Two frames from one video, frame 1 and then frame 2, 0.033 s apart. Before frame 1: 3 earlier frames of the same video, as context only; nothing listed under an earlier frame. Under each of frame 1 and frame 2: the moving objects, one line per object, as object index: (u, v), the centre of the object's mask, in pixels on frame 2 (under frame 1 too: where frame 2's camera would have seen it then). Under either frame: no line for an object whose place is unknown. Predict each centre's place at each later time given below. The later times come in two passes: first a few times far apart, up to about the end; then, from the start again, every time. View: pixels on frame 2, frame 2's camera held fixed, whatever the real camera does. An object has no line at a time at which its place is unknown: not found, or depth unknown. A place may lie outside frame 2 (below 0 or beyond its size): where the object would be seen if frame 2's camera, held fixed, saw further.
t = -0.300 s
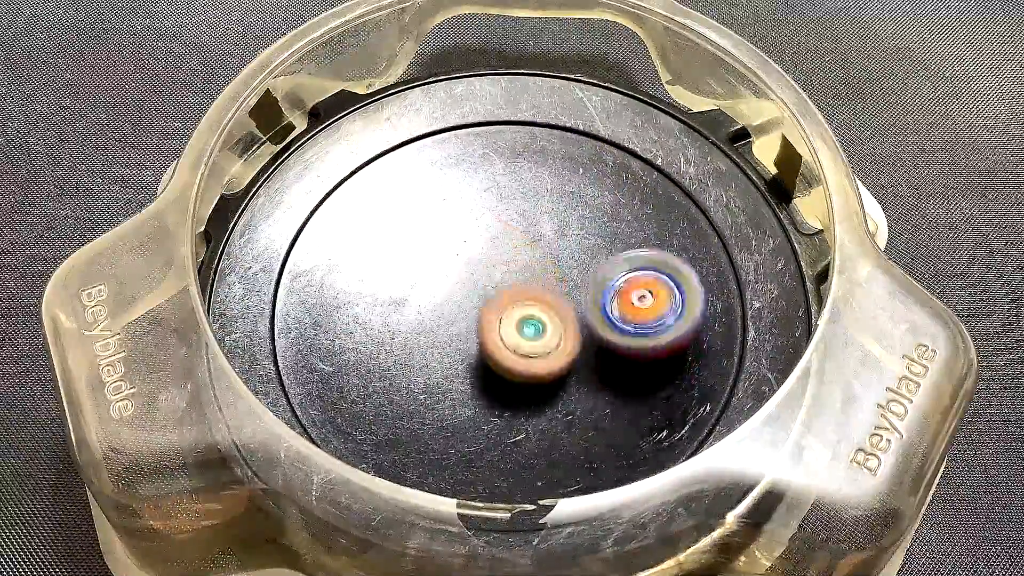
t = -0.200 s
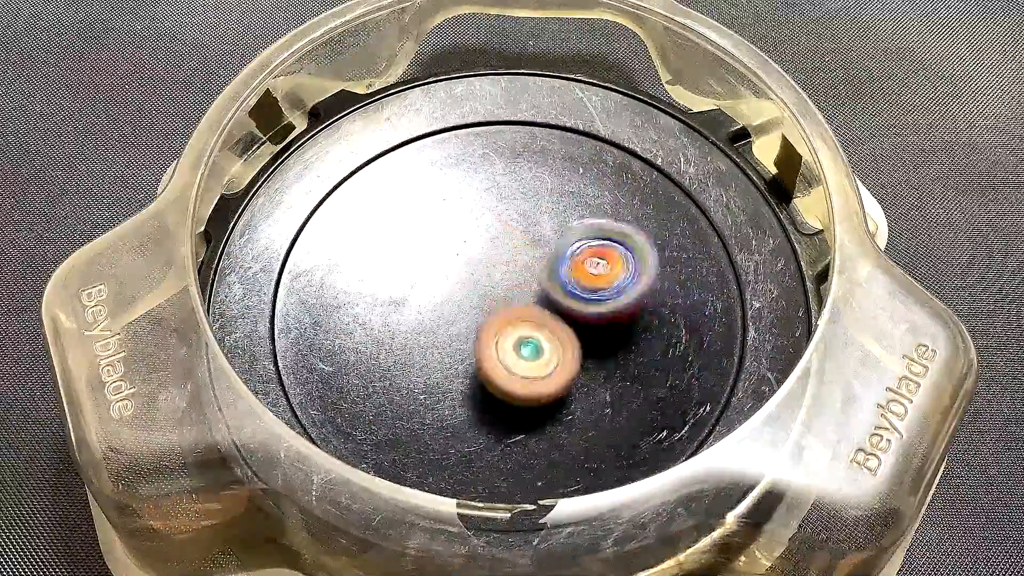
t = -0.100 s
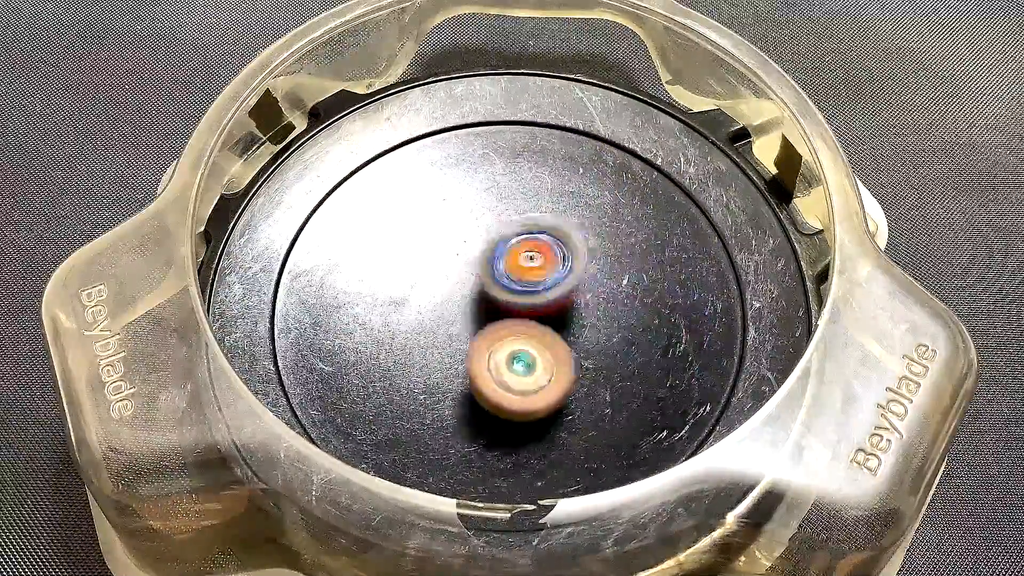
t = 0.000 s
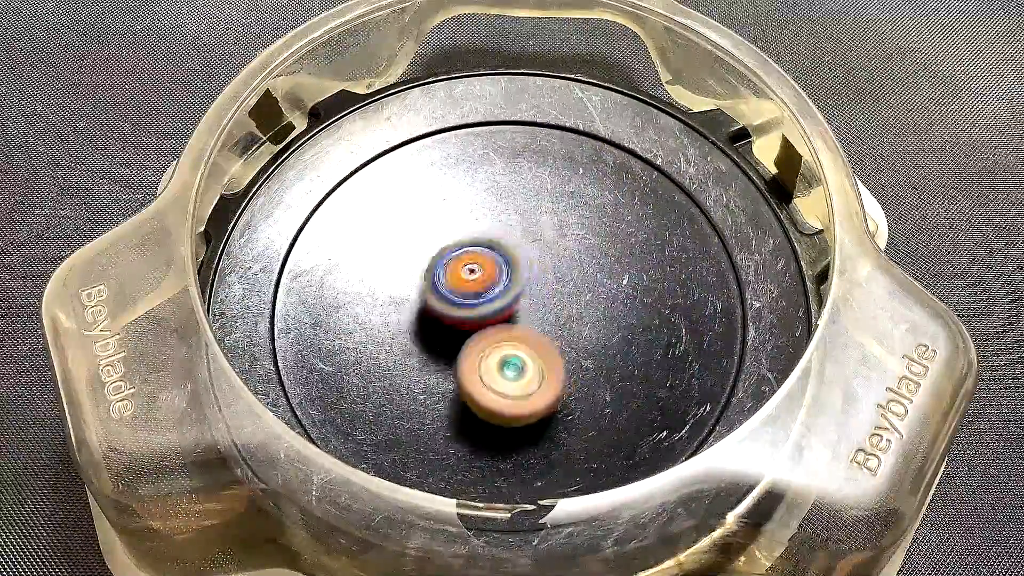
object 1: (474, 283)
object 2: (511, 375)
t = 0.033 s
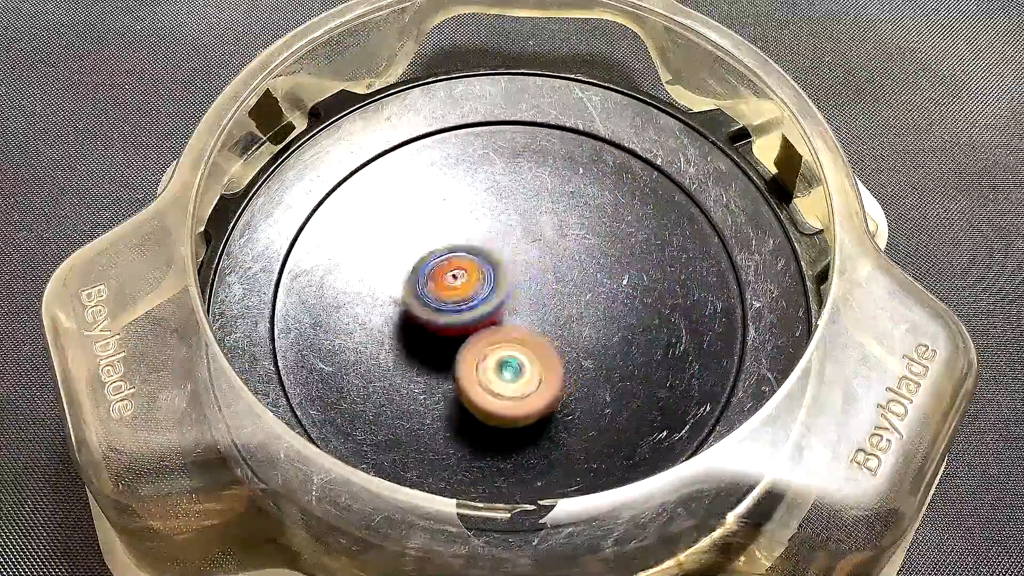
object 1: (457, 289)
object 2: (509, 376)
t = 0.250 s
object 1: (397, 341)
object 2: (515, 371)
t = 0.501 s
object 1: (440, 391)
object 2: (545, 334)
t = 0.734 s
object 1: (477, 336)
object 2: (638, 267)
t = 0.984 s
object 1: (417, 290)
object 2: (685, 259)
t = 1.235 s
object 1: (411, 307)
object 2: (591, 293)
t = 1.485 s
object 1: (454, 281)
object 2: (565, 265)
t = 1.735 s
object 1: (398, 305)
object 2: (565, 249)
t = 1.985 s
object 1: (514, 330)
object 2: (516, 239)
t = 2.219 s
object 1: (589, 268)
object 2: (490, 236)
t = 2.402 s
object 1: (564, 208)
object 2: (470, 261)
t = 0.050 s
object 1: (449, 293)
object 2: (508, 376)
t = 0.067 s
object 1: (442, 296)
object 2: (508, 376)
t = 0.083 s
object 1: (436, 299)
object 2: (507, 376)
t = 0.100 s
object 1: (431, 302)
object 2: (507, 377)
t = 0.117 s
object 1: (424, 306)
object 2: (508, 377)
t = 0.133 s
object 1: (419, 311)
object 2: (508, 378)
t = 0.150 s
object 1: (414, 315)
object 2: (508, 377)
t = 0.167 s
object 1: (411, 319)
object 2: (508, 377)
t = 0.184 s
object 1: (407, 324)
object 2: (509, 376)
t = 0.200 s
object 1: (405, 329)
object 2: (509, 375)
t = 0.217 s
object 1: (402, 333)
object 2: (511, 373)
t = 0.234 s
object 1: (399, 337)
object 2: (513, 372)
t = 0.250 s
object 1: (397, 341)
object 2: (515, 371)
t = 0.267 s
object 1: (396, 345)
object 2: (516, 369)
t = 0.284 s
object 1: (395, 348)
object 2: (517, 367)
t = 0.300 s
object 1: (395, 352)
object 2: (519, 365)
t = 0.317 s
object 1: (396, 355)
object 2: (521, 363)
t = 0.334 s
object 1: (397, 359)
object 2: (522, 361)
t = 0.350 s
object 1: (399, 362)
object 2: (523, 358)
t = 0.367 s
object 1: (401, 366)
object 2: (525, 356)
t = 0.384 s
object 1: (404, 369)
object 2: (526, 354)
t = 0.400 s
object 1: (408, 372)
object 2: (528, 352)
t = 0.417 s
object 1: (414, 377)
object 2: (529, 349)
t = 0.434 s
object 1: (419, 380)
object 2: (530, 347)
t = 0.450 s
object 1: (425, 384)
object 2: (532, 345)
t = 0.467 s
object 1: (431, 386)
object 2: (536, 342)
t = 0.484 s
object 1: (436, 389)
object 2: (540, 338)
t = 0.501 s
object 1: (440, 391)
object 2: (545, 334)
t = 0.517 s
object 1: (447, 392)
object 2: (550, 330)
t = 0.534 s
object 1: (454, 391)
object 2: (555, 326)
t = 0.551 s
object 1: (461, 390)
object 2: (560, 322)
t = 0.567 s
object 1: (469, 387)
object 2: (564, 319)
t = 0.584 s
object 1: (475, 383)
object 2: (570, 315)
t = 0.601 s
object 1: (481, 378)
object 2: (574, 312)
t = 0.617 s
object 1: (488, 371)
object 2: (578, 309)
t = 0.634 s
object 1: (491, 365)
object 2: (583, 305)
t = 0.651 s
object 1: (490, 361)
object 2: (592, 299)
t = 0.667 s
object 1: (489, 357)
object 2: (603, 290)
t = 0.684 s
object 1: (486, 352)
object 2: (612, 284)
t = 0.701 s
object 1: (484, 347)
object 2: (622, 278)
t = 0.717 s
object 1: (480, 341)
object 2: (630, 272)
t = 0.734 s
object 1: (477, 336)
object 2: (638, 267)
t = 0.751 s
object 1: (474, 332)
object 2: (646, 263)
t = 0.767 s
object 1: (470, 327)
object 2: (652, 259)
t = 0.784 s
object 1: (467, 323)
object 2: (659, 256)
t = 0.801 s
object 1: (462, 318)
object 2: (665, 253)
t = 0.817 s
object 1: (458, 314)
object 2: (670, 251)
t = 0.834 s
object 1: (453, 311)
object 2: (675, 249)
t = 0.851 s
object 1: (449, 308)
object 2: (679, 249)
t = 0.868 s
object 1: (445, 304)
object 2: (683, 248)
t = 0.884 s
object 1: (440, 302)
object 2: (685, 249)
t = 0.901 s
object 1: (436, 299)
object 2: (687, 249)
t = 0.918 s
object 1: (431, 297)
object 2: (689, 250)
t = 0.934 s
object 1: (427, 294)
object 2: (689, 252)
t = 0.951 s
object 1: (424, 293)
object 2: (688, 254)
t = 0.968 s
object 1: (420, 291)
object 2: (687, 256)
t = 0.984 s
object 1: (417, 290)
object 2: (685, 259)
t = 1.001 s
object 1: (414, 290)
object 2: (682, 261)
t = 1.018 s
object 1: (411, 289)
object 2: (678, 264)
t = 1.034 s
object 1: (408, 289)
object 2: (674, 267)
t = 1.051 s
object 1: (405, 289)
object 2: (669, 270)
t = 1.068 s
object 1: (403, 290)
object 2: (663, 272)
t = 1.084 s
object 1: (401, 290)
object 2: (657, 275)
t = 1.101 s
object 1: (399, 291)
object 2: (651, 278)
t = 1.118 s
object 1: (398, 293)
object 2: (644, 281)
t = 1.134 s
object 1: (397, 294)
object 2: (637, 284)
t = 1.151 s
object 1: (397, 296)
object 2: (630, 286)
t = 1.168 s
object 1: (397, 298)
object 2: (623, 288)
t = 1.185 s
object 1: (399, 301)
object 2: (615, 290)
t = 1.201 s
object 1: (402, 303)
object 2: (607, 291)
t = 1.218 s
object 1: (406, 305)
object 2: (599, 292)
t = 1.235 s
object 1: (411, 307)
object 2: (591, 293)
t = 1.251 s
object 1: (417, 308)
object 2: (583, 294)
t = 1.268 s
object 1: (424, 309)
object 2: (578, 293)
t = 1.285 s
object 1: (432, 309)
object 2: (571, 294)
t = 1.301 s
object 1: (440, 309)
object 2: (564, 293)
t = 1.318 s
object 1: (448, 307)
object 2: (559, 292)
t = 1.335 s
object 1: (451, 305)
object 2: (560, 290)
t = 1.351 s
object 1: (450, 304)
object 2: (563, 287)
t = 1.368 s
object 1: (449, 302)
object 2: (566, 282)
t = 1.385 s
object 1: (449, 299)
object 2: (568, 279)
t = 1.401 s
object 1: (449, 296)
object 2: (569, 277)
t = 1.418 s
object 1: (450, 294)
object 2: (569, 274)
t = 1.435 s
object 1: (452, 290)
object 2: (570, 271)
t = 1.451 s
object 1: (452, 288)
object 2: (569, 270)
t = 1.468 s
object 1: (453, 285)
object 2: (567, 267)
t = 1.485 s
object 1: (454, 281)
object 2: (565, 265)
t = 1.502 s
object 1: (454, 279)
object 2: (563, 263)
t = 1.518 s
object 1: (454, 275)
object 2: (561, 261)
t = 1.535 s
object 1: (447, 275)
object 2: (565, 260)
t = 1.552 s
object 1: (441, 273)
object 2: (569, 256)
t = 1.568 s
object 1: (433, 274)
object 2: (572, 253)
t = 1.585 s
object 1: (426, 274)
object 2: (574, 251)
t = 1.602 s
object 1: (421, 275)
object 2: (575, 250)
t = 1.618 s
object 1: (415, 276)
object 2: (575, 248)
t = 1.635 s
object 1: (410, 279)
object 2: (575, 248)
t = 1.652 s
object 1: (405, 282)
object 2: (575, 248)
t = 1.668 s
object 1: (401, 285)
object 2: (574, 248)
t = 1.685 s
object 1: (399, 289)
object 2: (572, 248)
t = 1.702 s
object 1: (398, 294)
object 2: (569, 248)
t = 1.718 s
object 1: (397, 299)
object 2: (567, 248)
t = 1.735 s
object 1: (398, 305)
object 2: (565, 249)
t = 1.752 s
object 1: (399, 310)
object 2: (561, 249)
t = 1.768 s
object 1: (403, 316)
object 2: (558, 250)
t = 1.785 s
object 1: (408, 321)
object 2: (554, 250)
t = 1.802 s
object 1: (415, 326)
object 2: (550, 250)
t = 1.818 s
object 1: (423, 329)
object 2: (546, 251)
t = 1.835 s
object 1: (431, 332)
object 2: (542, 251)
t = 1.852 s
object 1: (442, 334)
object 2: (539, 251)
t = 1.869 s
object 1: (452, 335)
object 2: (535, 252)
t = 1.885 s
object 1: (461, 335)
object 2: (532, 252)
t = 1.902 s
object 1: (471, 335)
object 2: (530, 251)
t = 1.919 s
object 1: (481, 333)
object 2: (526, 249)
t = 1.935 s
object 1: (489, 333)
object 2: (523, 246)
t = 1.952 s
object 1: (499, 333)
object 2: (521, 243)
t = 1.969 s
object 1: (506, 332)
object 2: (518, 241)
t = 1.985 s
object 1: (514, 330)
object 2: (516, 239)
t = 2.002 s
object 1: (522, 327)
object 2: (514, 238)
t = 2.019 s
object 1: (529, 326)
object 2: (511, 235)
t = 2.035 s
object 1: (537, 324)
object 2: (509, 233)
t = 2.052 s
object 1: (543, 321)
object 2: (507, 232)
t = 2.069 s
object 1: (550, 318)
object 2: (506, 232)
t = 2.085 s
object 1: (556, 313)
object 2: (504, 231)
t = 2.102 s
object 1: (562, 309)
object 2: (503, 232)
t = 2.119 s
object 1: (566, 303)
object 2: (501, 232)
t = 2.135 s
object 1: (571, 297)
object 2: (500, 232)
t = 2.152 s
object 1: (576, 292)
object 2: (498, 233)
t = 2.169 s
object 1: (580, 285)
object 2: (495, 234)
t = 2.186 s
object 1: (583, 280)
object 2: (493, 235)
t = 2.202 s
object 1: (586, 274)
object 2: (490, 236)
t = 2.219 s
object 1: (589, 268)
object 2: (490, 236)
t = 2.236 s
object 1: (590, 262)
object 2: (488, 237)
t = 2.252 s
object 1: (592, 256)
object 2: (486, 238)
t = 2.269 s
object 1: (591, 250)
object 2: (485, 240)
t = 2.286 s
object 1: (590, 243)
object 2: (483, 241)
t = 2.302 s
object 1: (588, 237)
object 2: (480, 246)
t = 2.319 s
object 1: (586, 231)
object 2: (477, 249)
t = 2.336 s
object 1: (584, 226)
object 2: (477, 249)
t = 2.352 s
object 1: (580, 220)
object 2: (476, 252)
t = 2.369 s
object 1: (575, 216)
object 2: (474, 255)
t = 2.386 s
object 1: (569, 212)
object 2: (472, 258)
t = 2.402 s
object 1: (564, 208)
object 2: (470, 261)
